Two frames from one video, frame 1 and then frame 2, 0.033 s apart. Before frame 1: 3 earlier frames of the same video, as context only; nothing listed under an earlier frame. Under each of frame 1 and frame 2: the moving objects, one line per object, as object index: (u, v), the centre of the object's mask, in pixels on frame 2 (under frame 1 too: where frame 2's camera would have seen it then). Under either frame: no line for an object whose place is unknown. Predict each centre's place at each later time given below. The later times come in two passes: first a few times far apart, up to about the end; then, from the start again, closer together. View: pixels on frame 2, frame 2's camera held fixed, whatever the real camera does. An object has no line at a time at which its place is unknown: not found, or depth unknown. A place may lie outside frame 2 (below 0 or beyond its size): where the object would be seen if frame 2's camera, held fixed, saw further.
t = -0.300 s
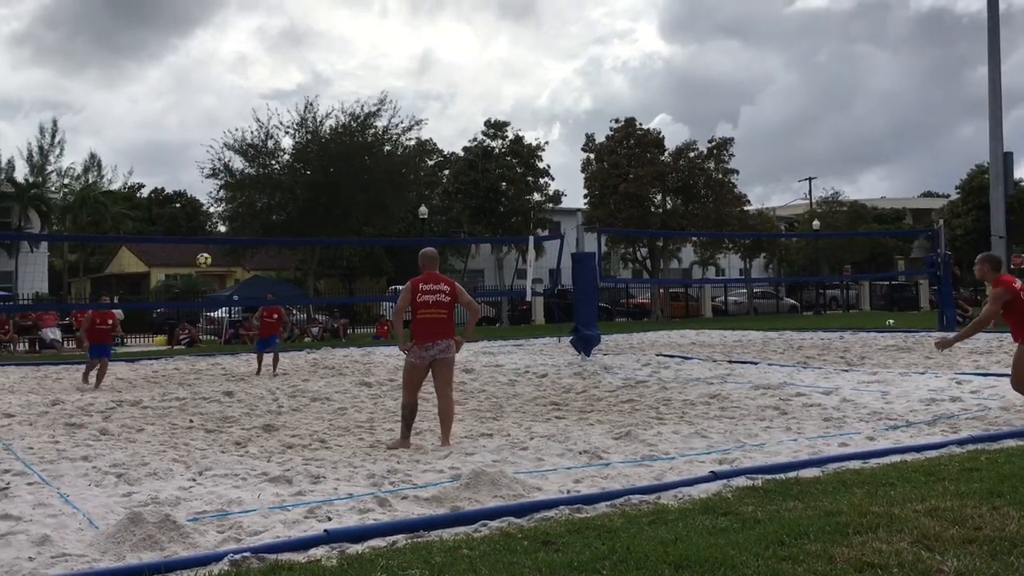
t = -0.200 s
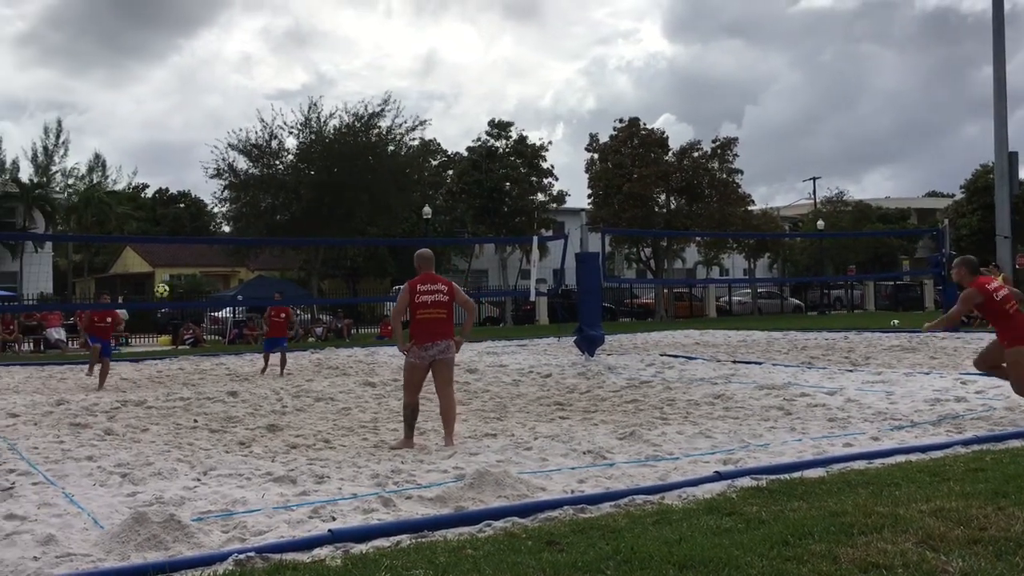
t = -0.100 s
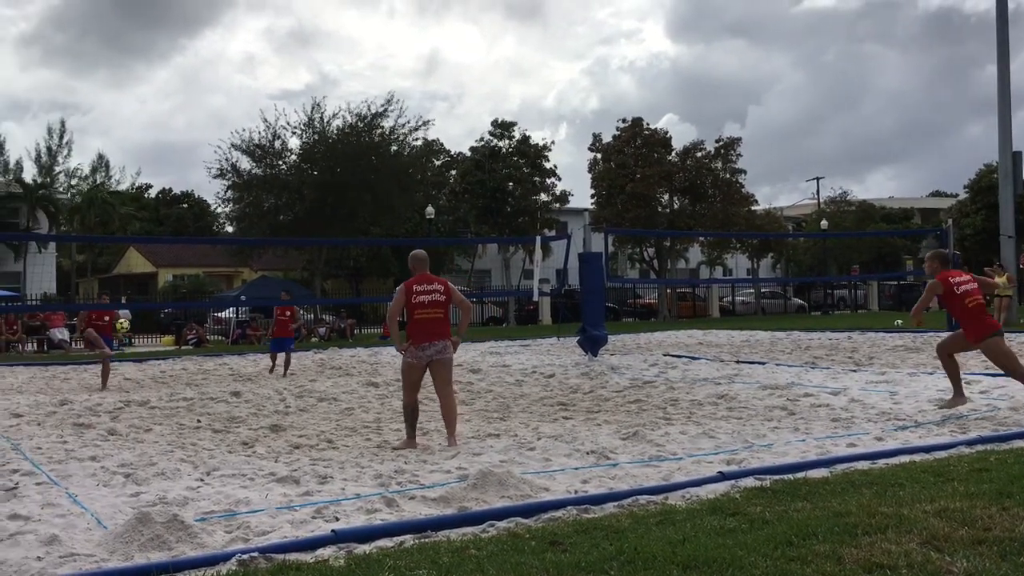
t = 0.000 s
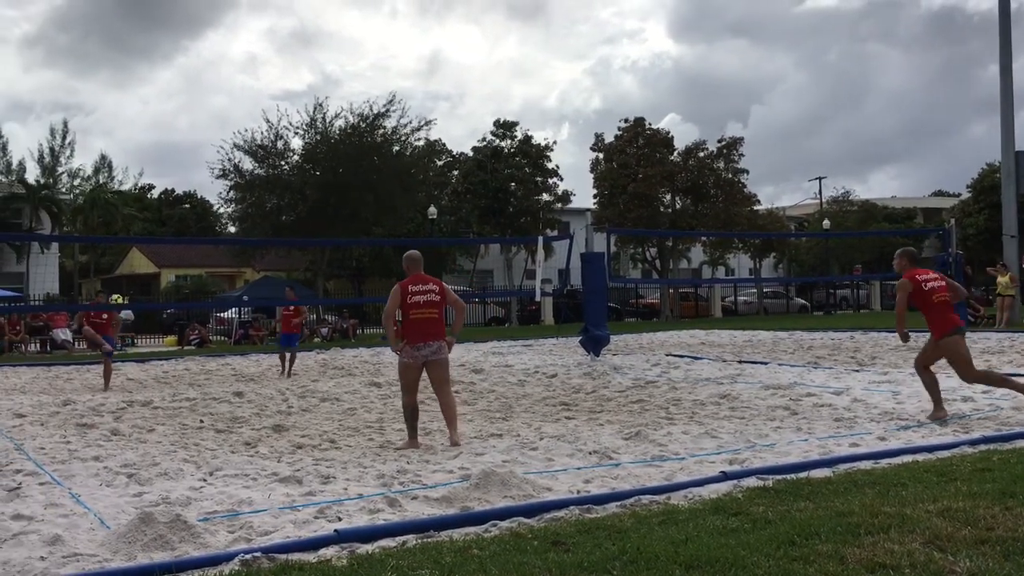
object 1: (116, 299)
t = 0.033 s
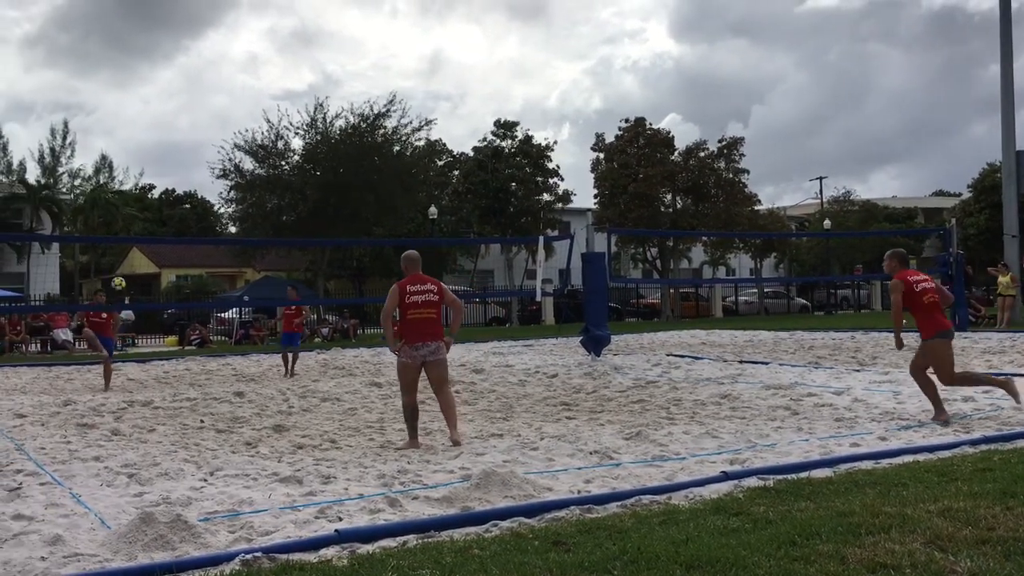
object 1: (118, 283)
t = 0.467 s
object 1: (139, 126)
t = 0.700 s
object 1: (150, 89)
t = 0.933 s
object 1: (161, 83)
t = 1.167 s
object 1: (172, 104)
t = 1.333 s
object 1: (181, 136)
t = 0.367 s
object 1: (134, 152)
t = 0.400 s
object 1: (136, 142)
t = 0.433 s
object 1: (137, 134)
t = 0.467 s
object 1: (139, 126)
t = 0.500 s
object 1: (140, 118)
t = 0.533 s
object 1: (142, 112)
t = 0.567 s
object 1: (143, 106)
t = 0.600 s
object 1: (145, 101)
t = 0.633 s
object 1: (147, 96)
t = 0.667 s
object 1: (148, 92)
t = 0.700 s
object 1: (150, 89)
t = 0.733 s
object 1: (151, 86)
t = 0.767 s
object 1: (153, 84)
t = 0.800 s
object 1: (154, 83)
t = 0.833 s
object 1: (156, 82)
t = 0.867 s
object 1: (157, 81)
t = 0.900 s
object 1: (159, 82)
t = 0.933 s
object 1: (161, 83)
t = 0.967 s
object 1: (162, 84)
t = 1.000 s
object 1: (164, 86)
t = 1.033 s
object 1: (166, 89)
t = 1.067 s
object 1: (167, 92)
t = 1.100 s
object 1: (169, 95)
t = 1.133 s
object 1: (171, 100)
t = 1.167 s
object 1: (172, 104)
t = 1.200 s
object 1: (174, 110)
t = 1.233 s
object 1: (176, 115)
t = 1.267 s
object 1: (177, 122)
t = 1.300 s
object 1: (179, 129)
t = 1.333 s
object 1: (181, 136)
